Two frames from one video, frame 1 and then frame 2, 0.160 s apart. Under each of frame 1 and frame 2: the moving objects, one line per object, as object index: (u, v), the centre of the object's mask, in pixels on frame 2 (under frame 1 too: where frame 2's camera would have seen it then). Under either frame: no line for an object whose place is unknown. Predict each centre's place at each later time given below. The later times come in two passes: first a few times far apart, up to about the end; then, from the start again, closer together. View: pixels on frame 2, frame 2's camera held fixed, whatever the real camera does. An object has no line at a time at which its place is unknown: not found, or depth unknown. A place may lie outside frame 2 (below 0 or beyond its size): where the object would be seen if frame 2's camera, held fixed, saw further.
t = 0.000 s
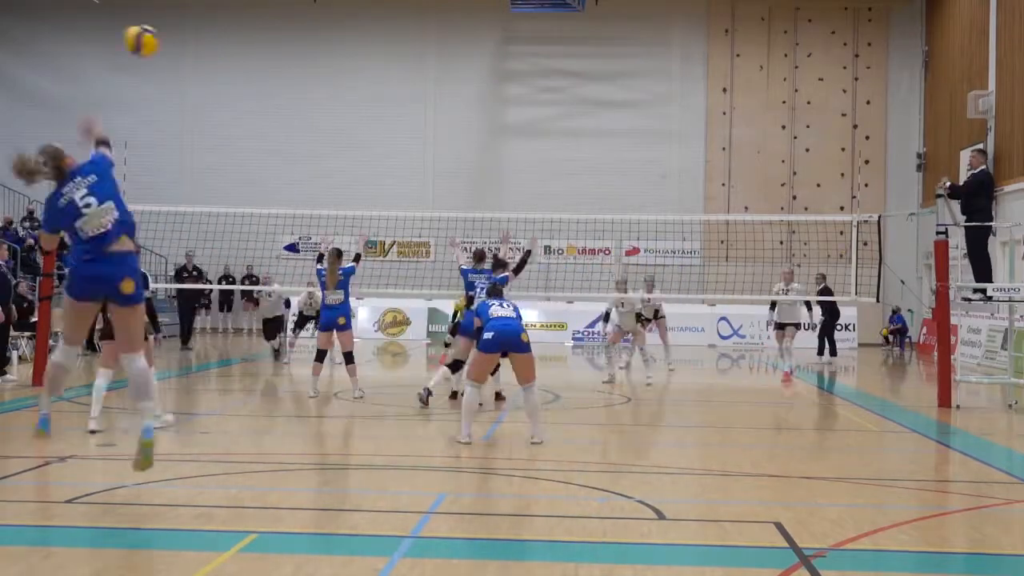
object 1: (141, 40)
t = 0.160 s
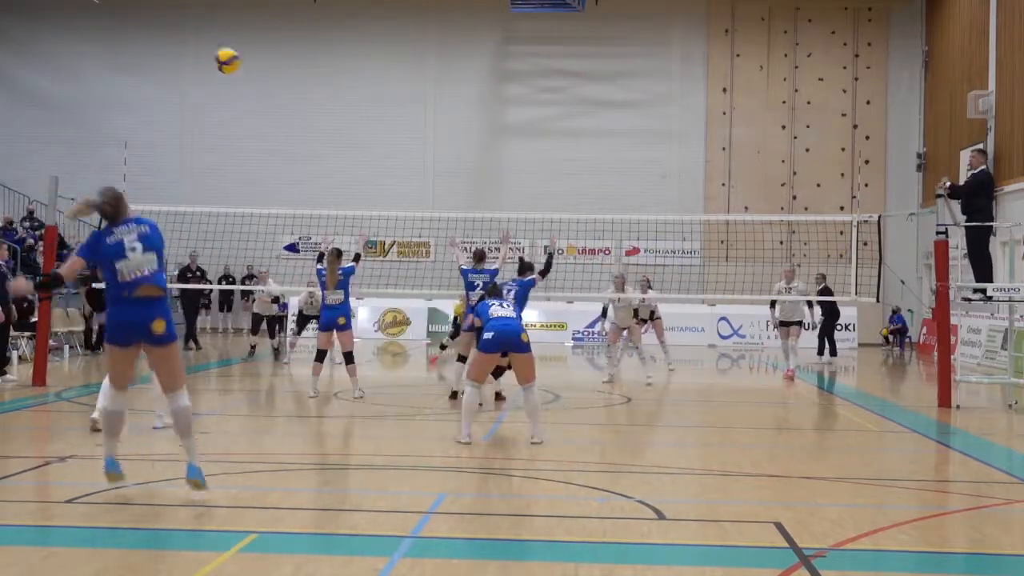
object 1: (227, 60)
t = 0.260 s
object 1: (260, 78)
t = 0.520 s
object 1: (315, 139)
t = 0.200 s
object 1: (242, 68)
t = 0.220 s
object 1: (248, 71)
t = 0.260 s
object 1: (260, 78)
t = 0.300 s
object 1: (271, 87)
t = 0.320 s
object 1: (275, 88)
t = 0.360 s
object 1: (285, 98)
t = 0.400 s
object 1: (292, 107)
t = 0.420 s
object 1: (296, 112)
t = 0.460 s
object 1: (304, 123)
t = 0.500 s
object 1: (311, 133)
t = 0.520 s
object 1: (315, 139)
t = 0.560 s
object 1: (321, 150)
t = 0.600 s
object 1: (328, 161)
